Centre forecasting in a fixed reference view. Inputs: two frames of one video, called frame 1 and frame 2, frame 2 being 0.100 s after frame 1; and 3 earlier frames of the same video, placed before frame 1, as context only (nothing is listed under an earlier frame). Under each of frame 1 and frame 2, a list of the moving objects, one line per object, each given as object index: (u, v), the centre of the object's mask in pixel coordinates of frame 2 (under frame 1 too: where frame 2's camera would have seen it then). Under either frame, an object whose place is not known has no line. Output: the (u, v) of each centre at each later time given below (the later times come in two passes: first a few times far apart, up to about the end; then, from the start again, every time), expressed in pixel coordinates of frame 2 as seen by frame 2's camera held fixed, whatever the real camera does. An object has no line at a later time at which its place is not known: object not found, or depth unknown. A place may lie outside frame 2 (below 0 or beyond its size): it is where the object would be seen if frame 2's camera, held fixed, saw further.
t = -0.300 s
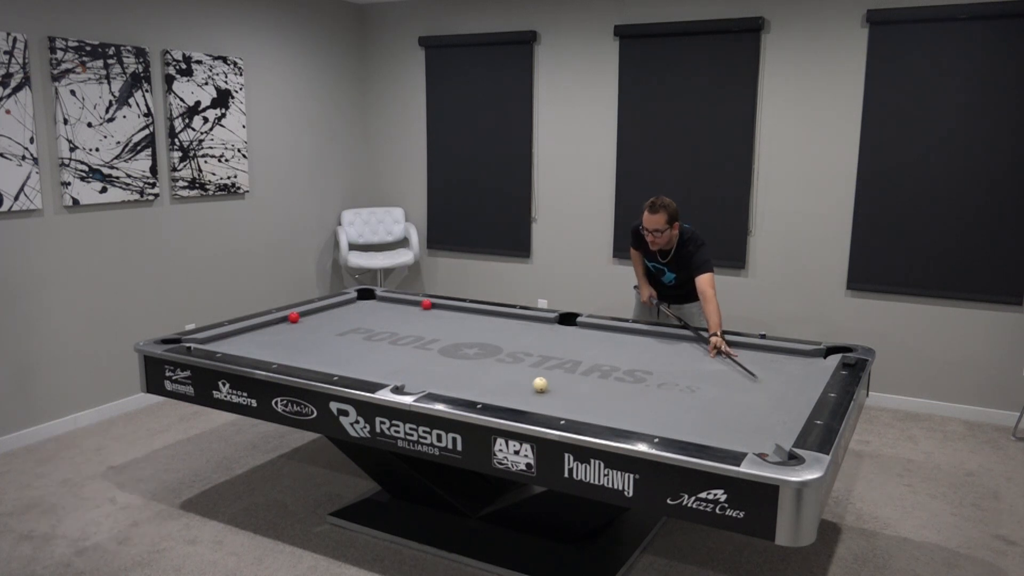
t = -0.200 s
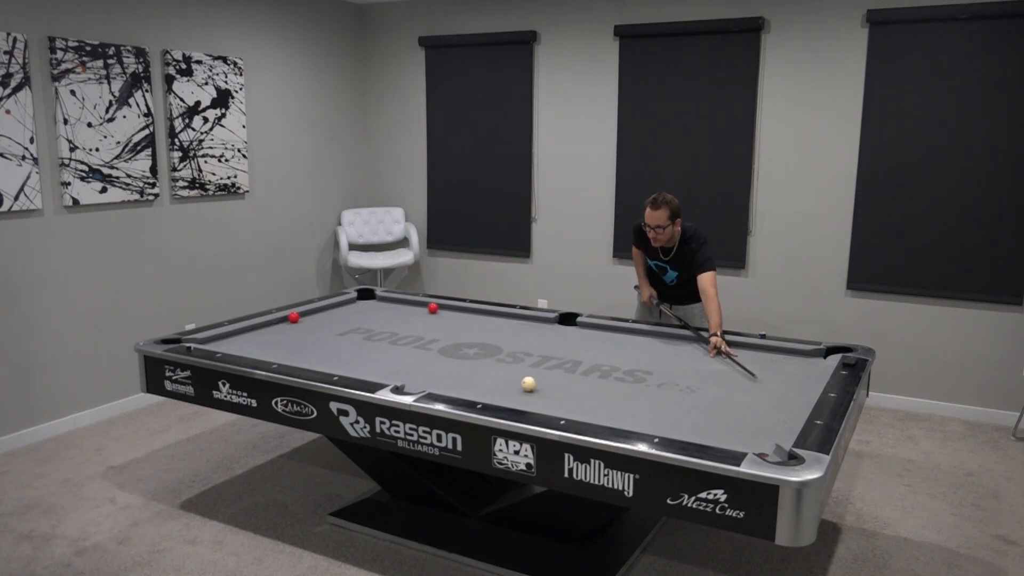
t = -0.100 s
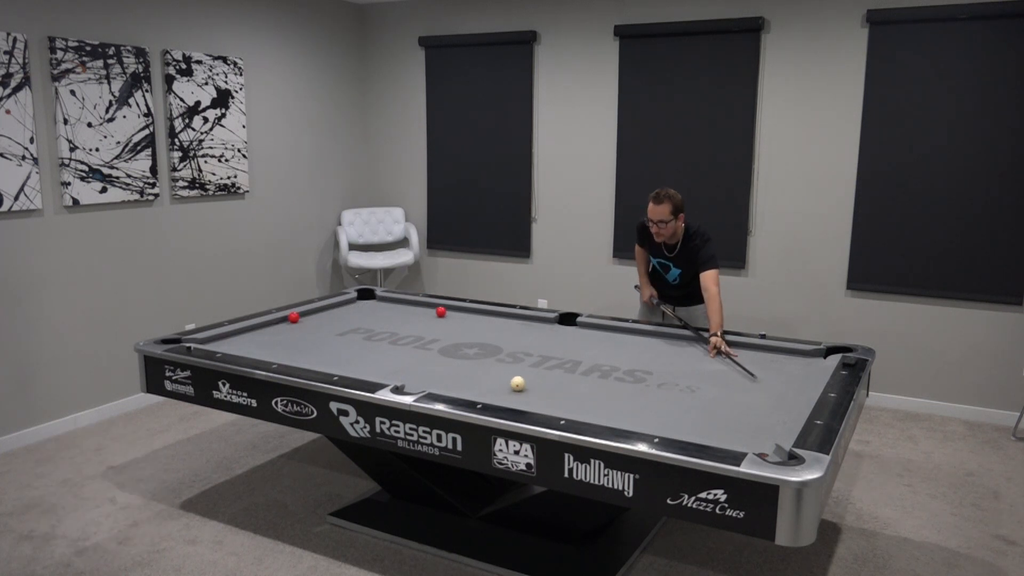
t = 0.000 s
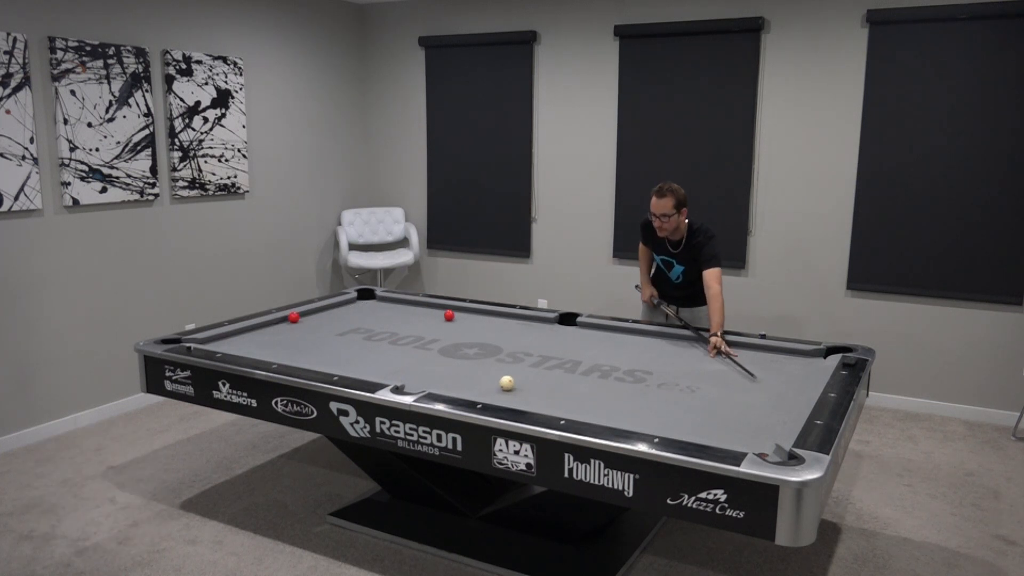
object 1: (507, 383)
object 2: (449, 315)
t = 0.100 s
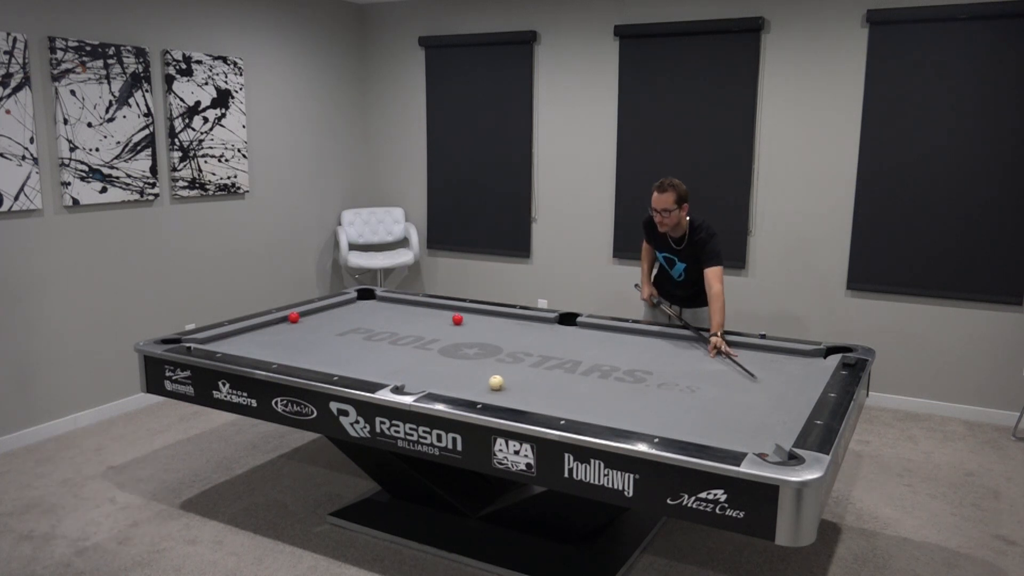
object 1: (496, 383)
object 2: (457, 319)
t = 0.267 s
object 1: (479, 382)
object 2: (472, 326)
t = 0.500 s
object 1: (457, 381)
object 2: (494, 335)
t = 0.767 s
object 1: (432, 380)
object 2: (521, 348)
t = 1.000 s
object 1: (412, 379)
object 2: (547, 359)
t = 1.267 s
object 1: (391, 376)
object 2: (579, 374)
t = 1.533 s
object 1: (372, 374)
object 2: (614, 390)
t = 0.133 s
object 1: (493, 382)
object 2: (460, 320)
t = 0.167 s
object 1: (489, 382)
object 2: (463, 322)
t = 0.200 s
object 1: (486, 382)
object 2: (466, 323)
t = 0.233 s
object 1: (483, 382)
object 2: (469, 324)
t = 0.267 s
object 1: (479, 382)
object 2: (472, 326)
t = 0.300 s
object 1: (476, 382)
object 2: (475, 327)
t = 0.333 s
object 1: (473, 382)
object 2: (478, 328)
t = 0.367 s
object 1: (470, 381)
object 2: (481, 330)
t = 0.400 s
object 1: (466, 381)
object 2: (484, 331)
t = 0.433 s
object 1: (463, 381)
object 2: (487, 332)
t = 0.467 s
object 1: (460, 381)
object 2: (490, 334)
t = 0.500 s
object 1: (457, 381)
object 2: (494, 335)
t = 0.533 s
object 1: (453, 380)
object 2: (497, 337)
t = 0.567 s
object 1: (450, 380)
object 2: (500, 338)
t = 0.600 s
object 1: (447, 380)
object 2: (504, 340)
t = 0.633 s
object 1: (444, 380)
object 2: (507, 341)
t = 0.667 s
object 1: (441, 380)
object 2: (510, 343)
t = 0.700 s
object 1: (438, 380)
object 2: (514, 344)
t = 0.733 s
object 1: (435, 380)
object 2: (517, 346)
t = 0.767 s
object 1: (432, 380)
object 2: (521, 348)
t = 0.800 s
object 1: (430, 379)
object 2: (524, 349)
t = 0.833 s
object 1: (426, 379)
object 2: (528, 351)
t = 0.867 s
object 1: (423, 379)
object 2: (531, 352)
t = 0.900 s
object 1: (421, 379)
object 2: (535, 354)
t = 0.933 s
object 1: (418, 379)
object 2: (539, 356)
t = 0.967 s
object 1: (415, 379)
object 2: (543, 357)
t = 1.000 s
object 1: (412, 379)
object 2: (547, 359)
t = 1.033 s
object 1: (410, 378)
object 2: (550, 361)
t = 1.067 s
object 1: (407, 378)
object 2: (554, 363)
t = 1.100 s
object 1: (404, 378)
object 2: (558, 365)
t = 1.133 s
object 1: (402, 377)
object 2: (562, 366)
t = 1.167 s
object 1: (399, 377)
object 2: (566, 368)
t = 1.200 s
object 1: (396, 376)
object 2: (570, 370)
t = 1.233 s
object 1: (394, 376)
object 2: (574, 372)
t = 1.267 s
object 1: (391, 376)
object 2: (579, 374)
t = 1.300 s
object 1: (389, 375)
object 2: (583, 376)
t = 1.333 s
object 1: (386, 375)
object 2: (587, 378)
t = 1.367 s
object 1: (384, 375)
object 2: (592, 380)
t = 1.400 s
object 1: (381, 375)
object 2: (596, 382)
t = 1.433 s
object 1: (379, 375)
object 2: (600, 384)
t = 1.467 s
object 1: (376, 375)
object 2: (605, 386)
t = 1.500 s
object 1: (374, 374)
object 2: (609, 388)
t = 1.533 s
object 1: (372, 374)
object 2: (614, 390)
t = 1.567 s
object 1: (371, 374)
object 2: (619, 392)
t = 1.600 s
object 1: (370, 373)
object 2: (623, 394)
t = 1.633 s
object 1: (369, 373)
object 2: (628, 396)
